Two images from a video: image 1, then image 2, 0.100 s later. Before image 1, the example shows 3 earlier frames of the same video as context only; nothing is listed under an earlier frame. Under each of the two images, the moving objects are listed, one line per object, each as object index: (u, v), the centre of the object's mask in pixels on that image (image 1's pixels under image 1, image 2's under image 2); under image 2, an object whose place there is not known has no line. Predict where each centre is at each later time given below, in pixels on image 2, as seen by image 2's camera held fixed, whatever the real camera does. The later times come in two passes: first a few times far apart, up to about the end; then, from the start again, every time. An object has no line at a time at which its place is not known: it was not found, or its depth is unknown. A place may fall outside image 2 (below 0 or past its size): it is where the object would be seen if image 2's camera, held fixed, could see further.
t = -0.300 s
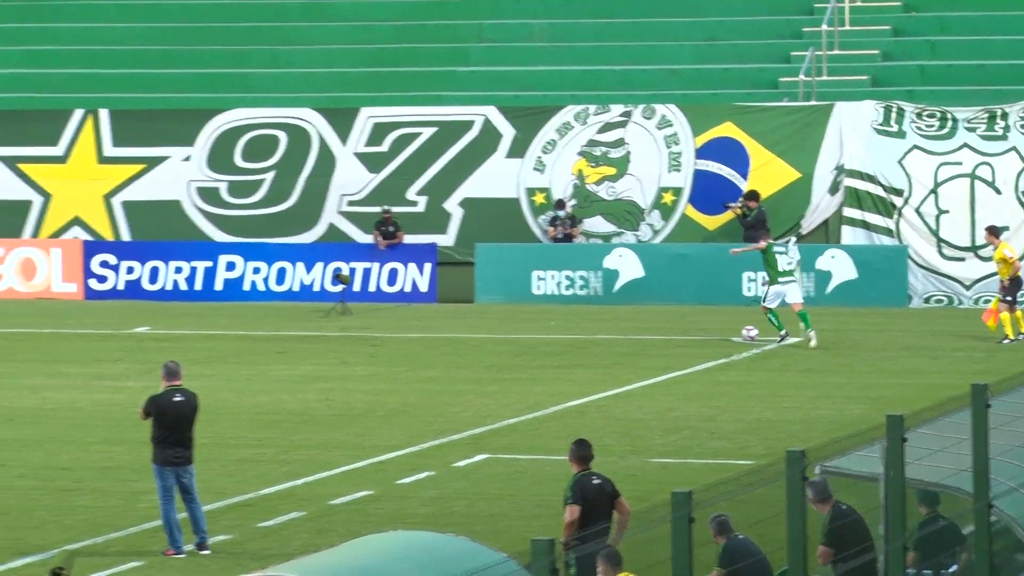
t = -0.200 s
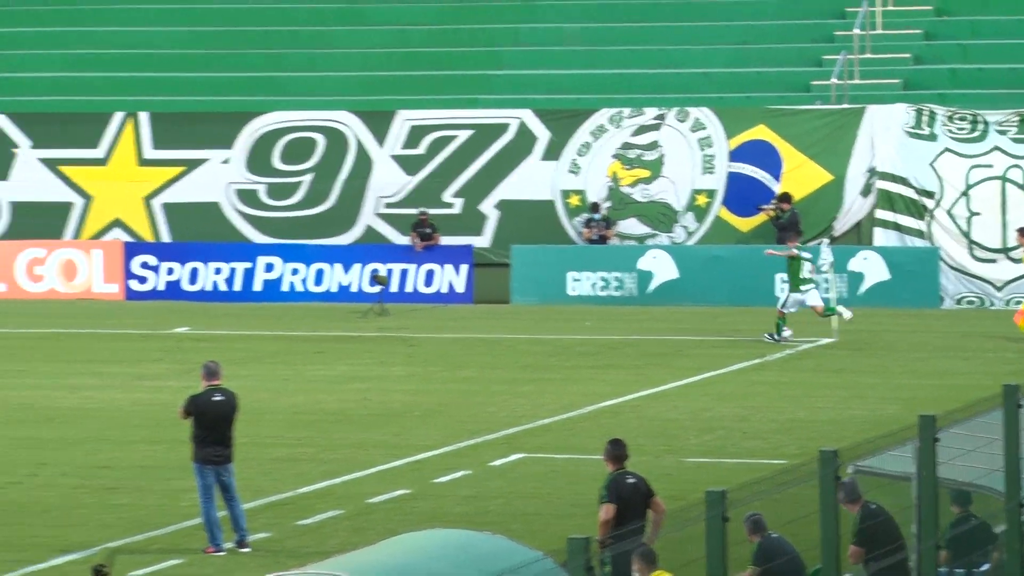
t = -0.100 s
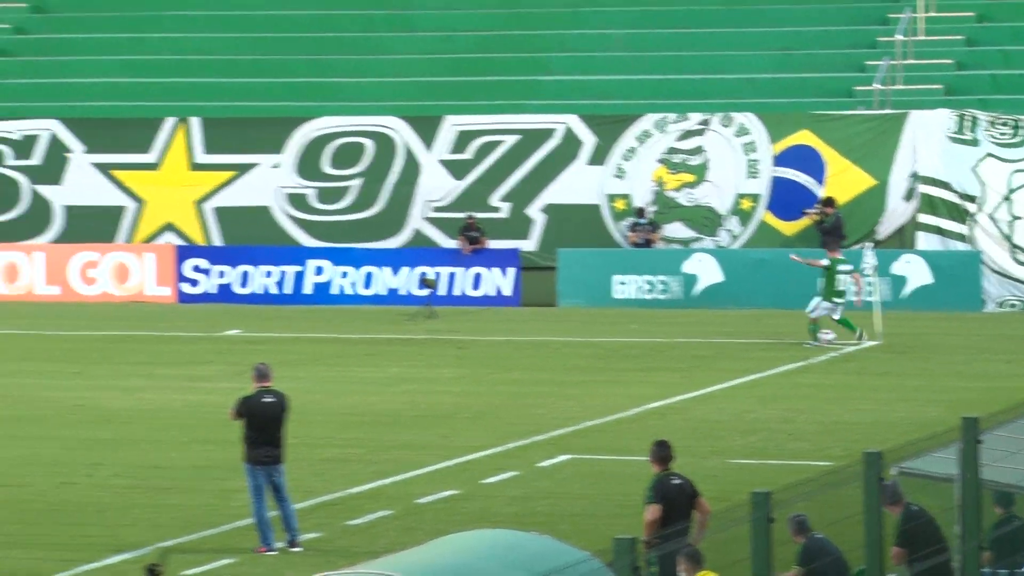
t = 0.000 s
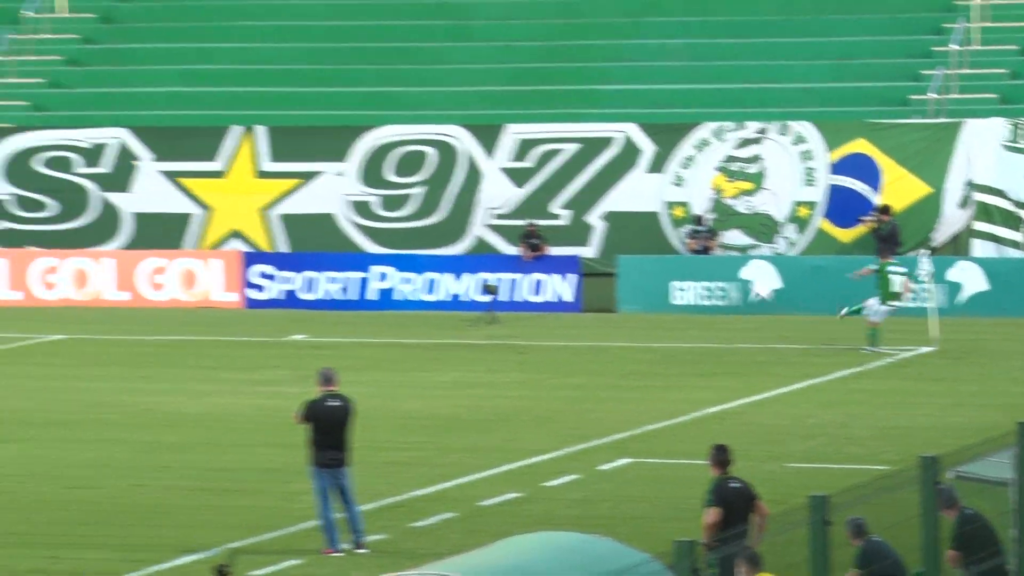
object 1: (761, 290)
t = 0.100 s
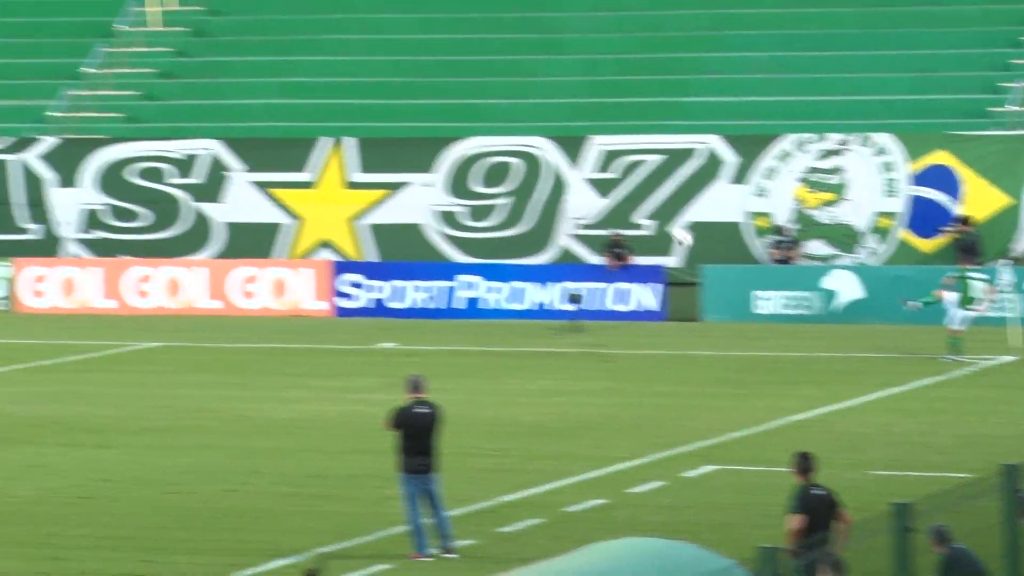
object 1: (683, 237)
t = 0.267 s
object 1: (431, 151)
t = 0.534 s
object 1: (53, 47)
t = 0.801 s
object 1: (-341, -15)
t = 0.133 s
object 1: (631, 219)
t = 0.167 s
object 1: (578, 204)
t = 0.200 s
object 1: (530, 184)
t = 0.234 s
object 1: (481, 166)
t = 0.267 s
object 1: (431, 151)
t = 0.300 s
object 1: (383, 135)
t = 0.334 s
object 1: (335, 121)
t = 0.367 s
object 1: (288, 108)
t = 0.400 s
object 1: (241, 95)
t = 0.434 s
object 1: (194, 82)
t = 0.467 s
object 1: (148, 70)
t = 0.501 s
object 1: (101, 58)
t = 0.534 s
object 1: (53, 47)
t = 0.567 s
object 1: (5, 38)
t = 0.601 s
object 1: (-44, 30)
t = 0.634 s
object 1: (-92, 21)
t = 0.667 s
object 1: (-141, 13)
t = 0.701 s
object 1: (-190, 6)
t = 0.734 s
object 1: (-239, -2)
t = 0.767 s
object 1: (-289, -9)
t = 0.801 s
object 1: (-341, -15)
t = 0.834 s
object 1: (-393, -21)
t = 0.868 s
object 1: (-446, -26)
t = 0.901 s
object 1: (-500, -31)
